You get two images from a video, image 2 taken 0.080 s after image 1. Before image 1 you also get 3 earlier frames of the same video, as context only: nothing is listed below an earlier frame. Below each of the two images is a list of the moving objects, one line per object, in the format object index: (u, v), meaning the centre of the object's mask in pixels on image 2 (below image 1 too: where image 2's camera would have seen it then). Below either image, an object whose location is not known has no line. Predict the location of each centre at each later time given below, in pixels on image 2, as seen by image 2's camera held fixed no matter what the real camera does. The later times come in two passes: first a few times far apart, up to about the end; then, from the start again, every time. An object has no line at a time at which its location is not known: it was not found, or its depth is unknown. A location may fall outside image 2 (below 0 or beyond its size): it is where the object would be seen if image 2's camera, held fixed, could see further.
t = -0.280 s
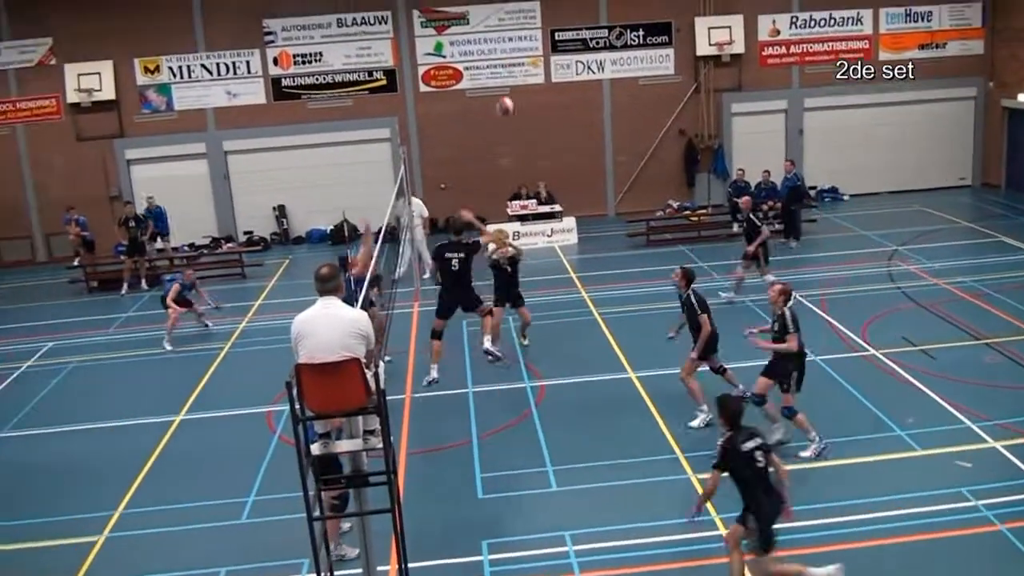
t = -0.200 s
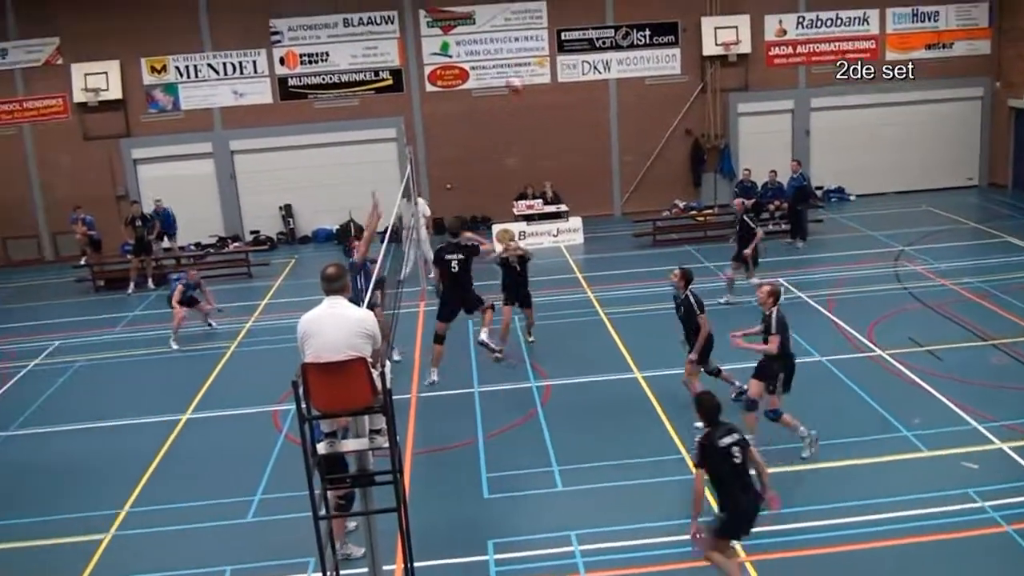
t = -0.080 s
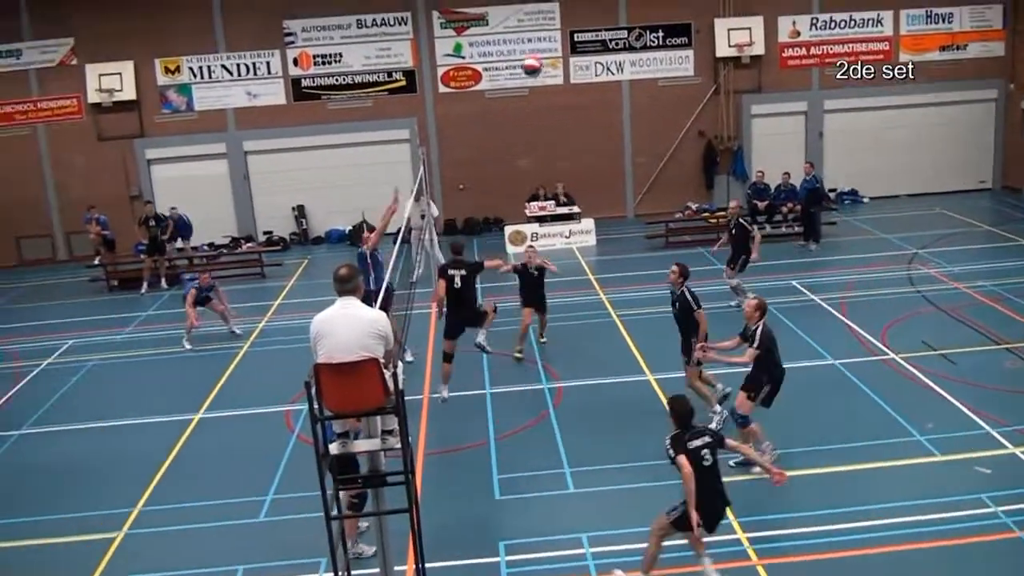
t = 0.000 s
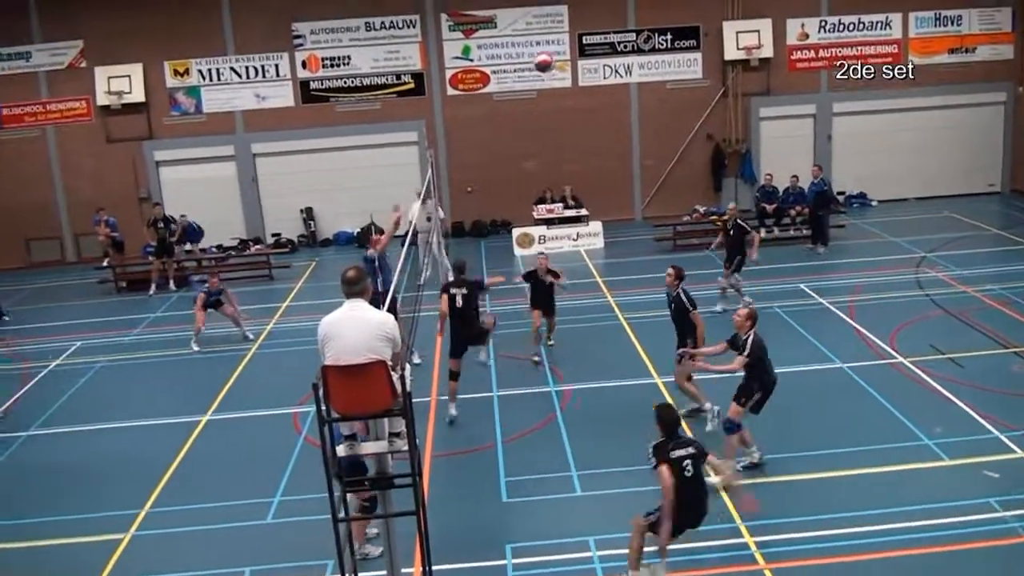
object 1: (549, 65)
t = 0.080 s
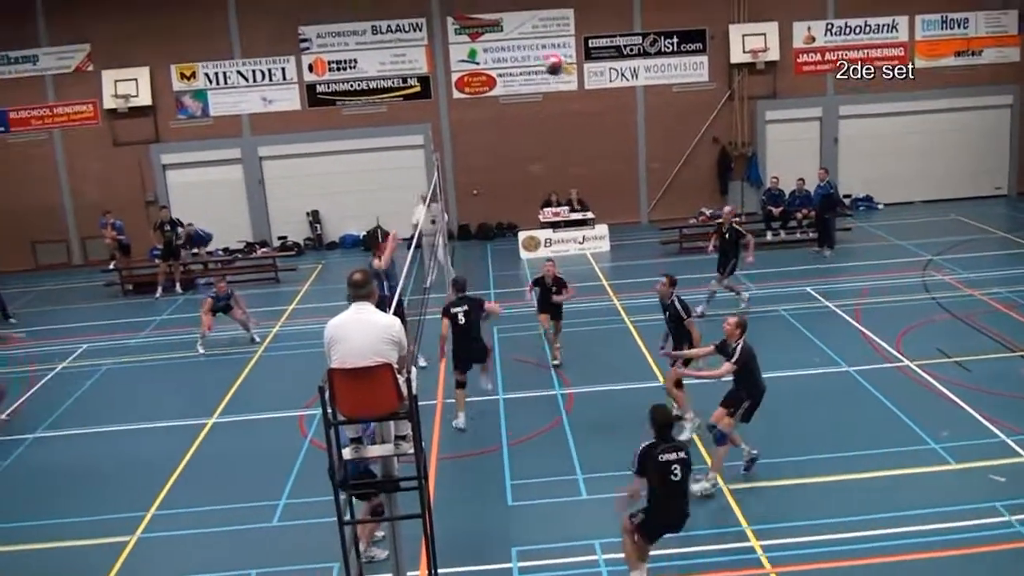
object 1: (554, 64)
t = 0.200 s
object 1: (563, 76)
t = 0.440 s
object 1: (585, 151)
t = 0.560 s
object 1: (600, 223)
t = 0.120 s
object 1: (556, 64)
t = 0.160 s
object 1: (560, 70)
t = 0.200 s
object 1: (563, 76)
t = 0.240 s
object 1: (566, 84)
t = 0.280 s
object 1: (570, 90)
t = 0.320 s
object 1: (573, 103)
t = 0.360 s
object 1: (577, 116)
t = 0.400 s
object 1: (580, 133)
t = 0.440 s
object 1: (585, 151)
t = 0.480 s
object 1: (589, 173)
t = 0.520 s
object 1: (594, 195)
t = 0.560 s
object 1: (600, 223)
